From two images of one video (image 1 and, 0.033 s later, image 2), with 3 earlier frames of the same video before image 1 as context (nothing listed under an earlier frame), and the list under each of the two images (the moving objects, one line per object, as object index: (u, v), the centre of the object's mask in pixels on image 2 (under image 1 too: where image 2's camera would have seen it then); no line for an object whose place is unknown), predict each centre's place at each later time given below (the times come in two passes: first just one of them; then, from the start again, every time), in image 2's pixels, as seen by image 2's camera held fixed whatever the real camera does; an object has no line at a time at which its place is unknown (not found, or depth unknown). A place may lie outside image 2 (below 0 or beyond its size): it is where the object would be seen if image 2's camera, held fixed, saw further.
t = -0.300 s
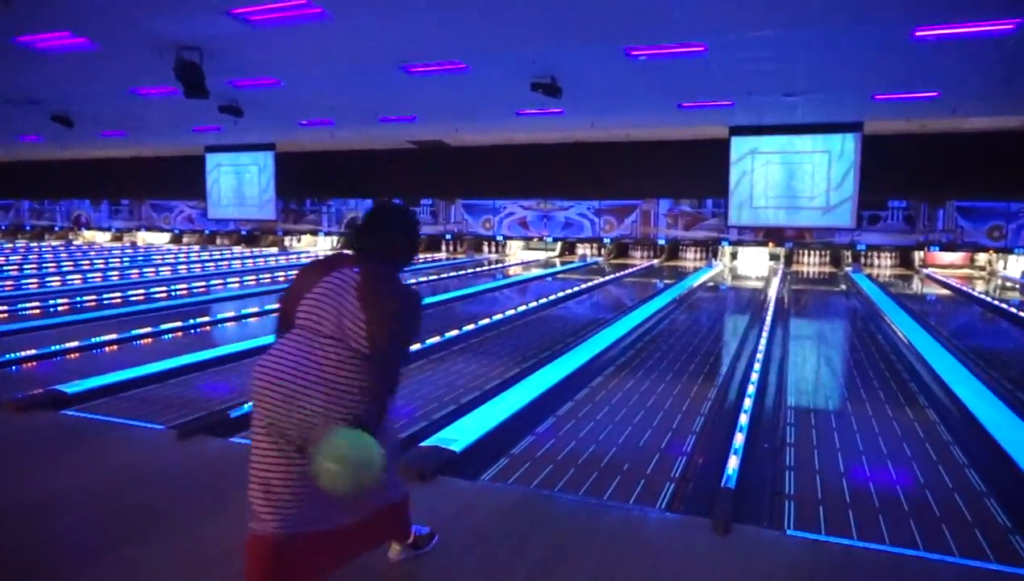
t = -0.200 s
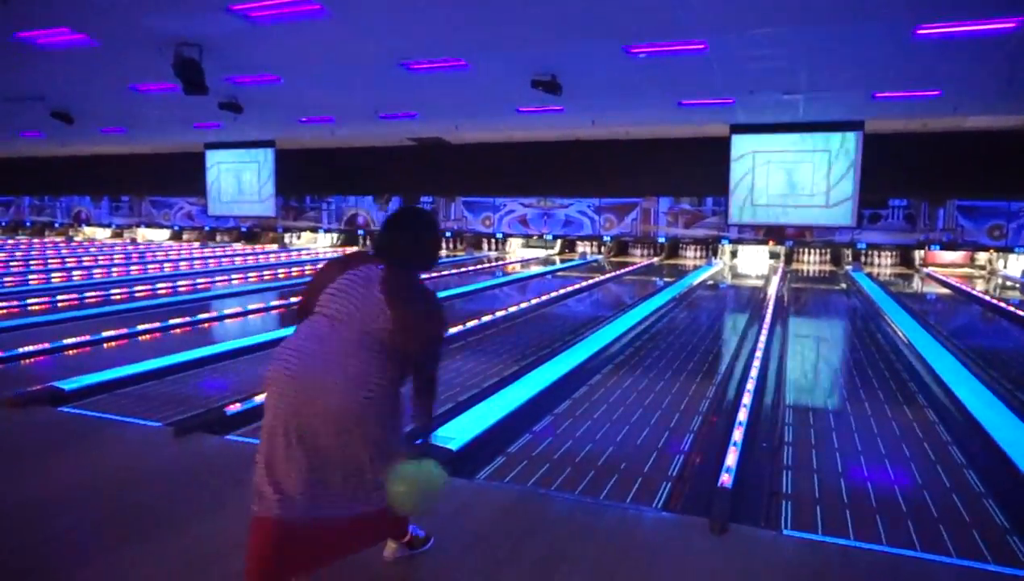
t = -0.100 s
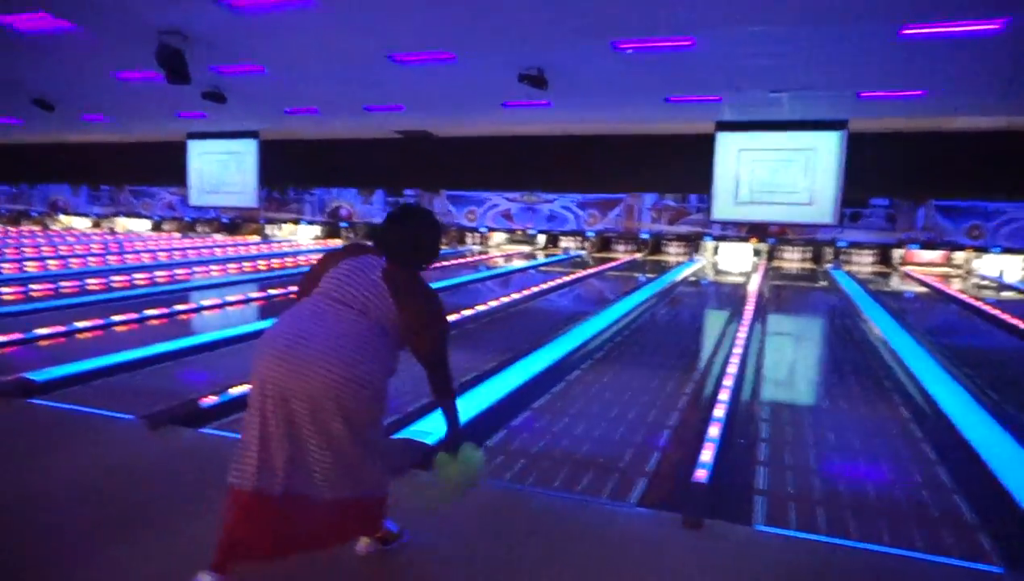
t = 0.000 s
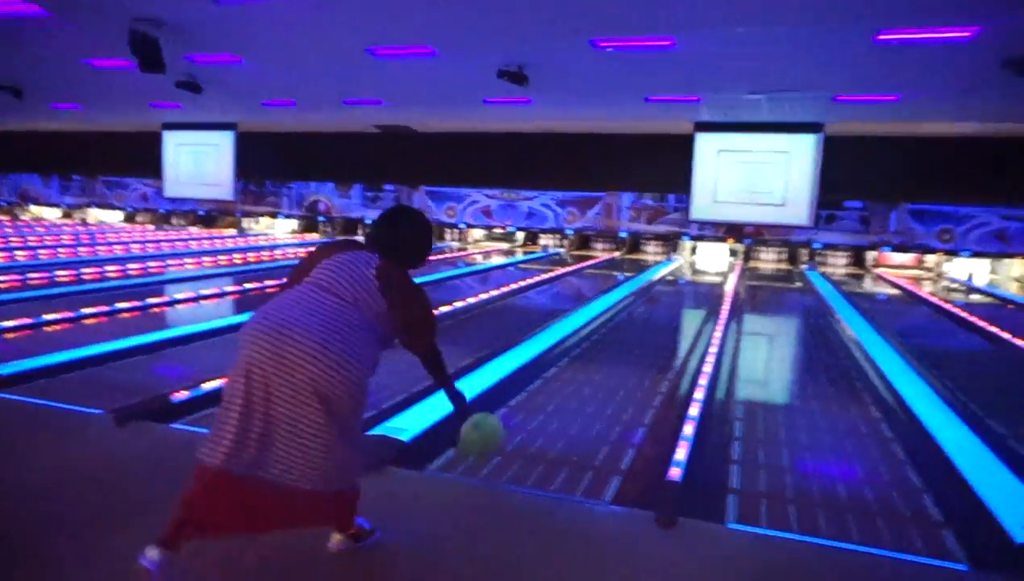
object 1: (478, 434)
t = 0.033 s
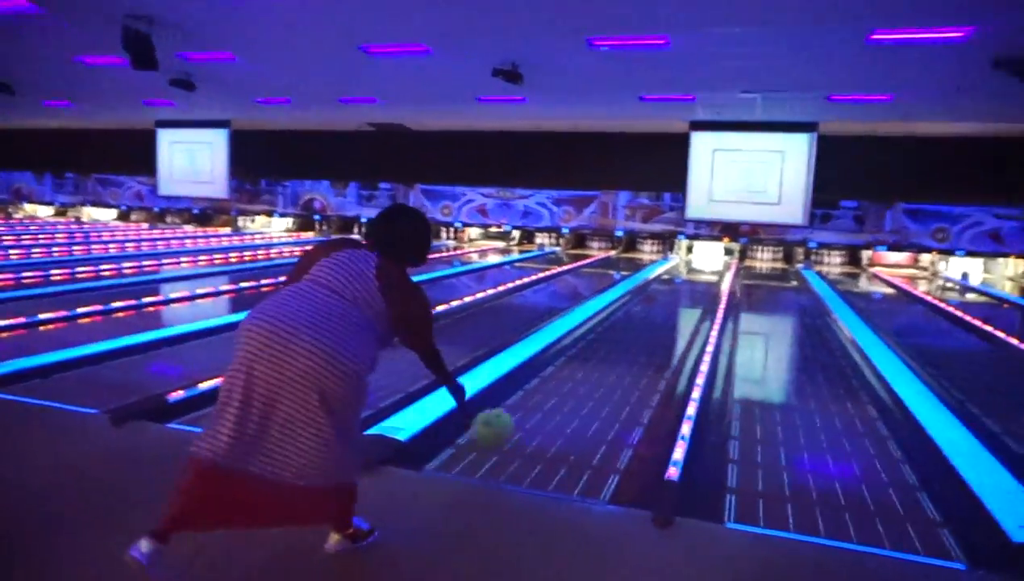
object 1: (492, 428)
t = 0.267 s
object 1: (556, 391)
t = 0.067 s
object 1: (502, 427)
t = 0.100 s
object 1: (513, 426)
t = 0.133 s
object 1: (522, 427)
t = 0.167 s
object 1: (532, 419)
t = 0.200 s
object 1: (541, 407)
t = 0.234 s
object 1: (548, 398)
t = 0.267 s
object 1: (556, 391)
